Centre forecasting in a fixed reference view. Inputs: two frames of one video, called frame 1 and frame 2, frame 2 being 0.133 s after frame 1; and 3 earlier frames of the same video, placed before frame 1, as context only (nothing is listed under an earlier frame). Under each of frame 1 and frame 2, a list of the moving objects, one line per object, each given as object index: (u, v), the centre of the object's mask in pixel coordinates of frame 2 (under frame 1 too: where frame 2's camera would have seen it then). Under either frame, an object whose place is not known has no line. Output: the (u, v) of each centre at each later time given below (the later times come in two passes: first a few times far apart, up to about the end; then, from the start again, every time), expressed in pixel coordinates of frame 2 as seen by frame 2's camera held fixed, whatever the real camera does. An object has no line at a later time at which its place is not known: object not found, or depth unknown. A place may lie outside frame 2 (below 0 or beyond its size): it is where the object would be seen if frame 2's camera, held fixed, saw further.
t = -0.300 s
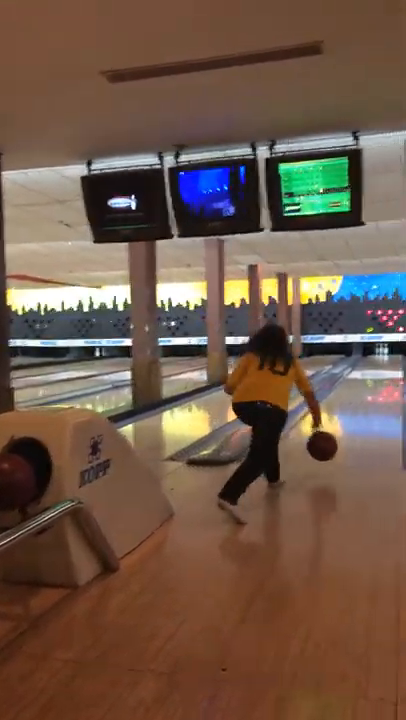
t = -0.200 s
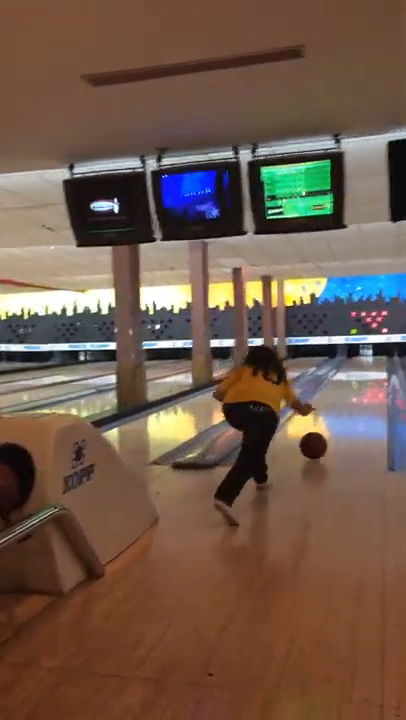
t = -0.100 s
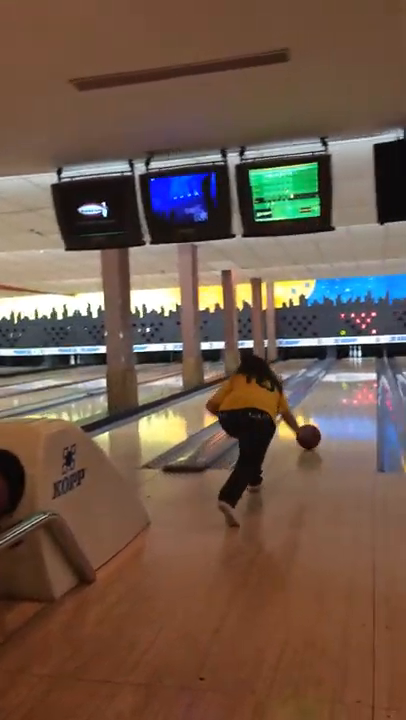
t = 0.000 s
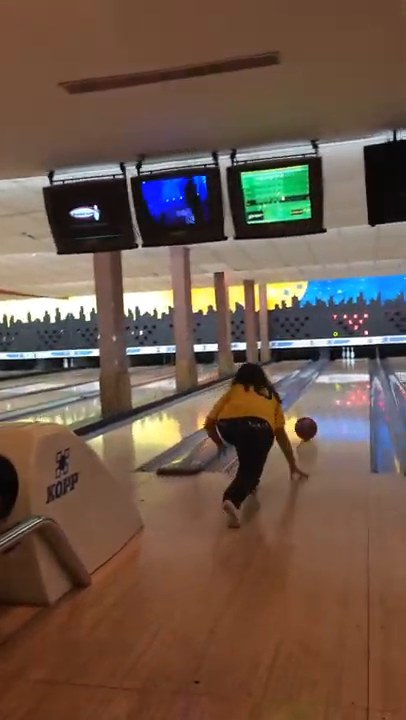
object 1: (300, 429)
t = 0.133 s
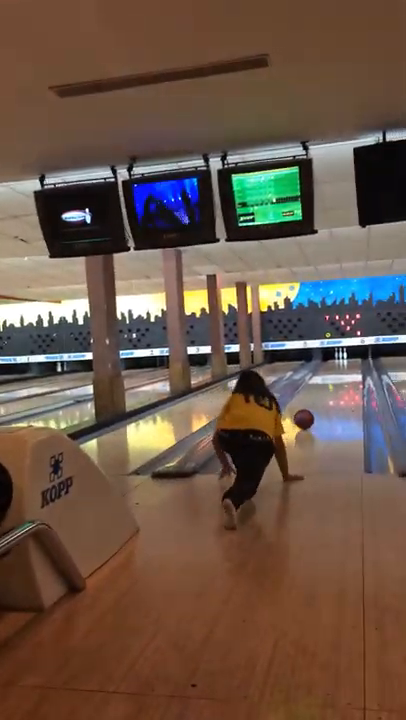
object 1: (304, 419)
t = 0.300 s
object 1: (308, 409)
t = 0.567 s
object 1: (313, 397)
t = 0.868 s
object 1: (317, 387)
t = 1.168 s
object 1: (320, 380)
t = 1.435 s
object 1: (323, 376)
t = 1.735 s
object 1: (325, 371)
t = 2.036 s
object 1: (328, 368)
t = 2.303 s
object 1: (329, 365)
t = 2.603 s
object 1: (331, 363)
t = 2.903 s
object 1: (332, 360)
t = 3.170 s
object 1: (332, 359)
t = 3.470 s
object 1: (333, 357)
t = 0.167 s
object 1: (304, 417)
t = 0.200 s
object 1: (305, 415)
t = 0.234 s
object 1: (306, 413)
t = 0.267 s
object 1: (307, 411)
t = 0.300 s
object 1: (308, 409)
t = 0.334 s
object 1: (308, 407)
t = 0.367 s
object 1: (309, 405)
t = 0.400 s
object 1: (310, 404)
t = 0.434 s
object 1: (311, 402)
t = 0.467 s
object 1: (311, 401)
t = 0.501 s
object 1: (312, 399)
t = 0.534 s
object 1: (312, 398)
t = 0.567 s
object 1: (313, 397)
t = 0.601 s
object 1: (313, 395)
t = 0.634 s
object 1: (314, 394)
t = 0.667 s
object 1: (314, 394)
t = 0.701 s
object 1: (315, 393)
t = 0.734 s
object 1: (315, 391)
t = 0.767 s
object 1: (316, 390)
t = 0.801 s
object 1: (316, 389)
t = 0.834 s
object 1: (317, 388)
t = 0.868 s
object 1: (317, 387)
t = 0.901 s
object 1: (317, 386)
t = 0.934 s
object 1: (318, 386)
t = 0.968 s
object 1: (318, 385)
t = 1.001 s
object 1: (319, 384)
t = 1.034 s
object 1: (319, 383)
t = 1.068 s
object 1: (319, 383)
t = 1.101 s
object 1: (320, 382)
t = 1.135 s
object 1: (320, 381)
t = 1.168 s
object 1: (320, 380)
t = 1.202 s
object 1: (321, 379)
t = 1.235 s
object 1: (321, 379)
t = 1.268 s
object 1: (321, 378)
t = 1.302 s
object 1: (321, 378)
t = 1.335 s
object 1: (322, 377)
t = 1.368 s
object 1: (322, 377)
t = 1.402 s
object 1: (323, 376)
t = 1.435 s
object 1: (323, 376)
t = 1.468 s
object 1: (323, 375)
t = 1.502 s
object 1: (324, 375)
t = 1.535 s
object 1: (324, 374)
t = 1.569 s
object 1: (324, 374)
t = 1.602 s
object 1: (325, 373)
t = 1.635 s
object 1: (325, 373)
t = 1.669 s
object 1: (325, 372)
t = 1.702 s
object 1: (325, 372)
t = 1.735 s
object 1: (325, 371)
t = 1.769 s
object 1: (326, 371)
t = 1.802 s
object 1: (326, 371)
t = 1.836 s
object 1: (327, 370)
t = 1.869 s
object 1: (326, 370)
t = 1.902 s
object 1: (327, 369)
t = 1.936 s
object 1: (327, 369)
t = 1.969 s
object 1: (327, 368)
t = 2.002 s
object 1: (328, 368)
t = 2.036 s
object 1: (328, 368)
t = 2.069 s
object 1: (328, 367)
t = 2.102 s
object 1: (328, 367)
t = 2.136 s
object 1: (328, 367)
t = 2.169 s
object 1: (329, 366)
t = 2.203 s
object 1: (329, 366)
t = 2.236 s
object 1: (329, 366)
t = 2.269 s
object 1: (329, 365)
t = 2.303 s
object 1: (329, 365)
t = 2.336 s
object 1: (329, 365)
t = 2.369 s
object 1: (329, 365)
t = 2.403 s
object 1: (330, 365)
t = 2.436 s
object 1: (330, 364)
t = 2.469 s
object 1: (330, 364)
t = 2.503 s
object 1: (330, 364)
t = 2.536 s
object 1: (330, 364)
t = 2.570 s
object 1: (330, 363)
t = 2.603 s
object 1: (331, 363)
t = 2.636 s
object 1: (330, 363)
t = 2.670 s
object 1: (331, 362)
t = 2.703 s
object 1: (331, 362)
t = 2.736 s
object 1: (331, 362)
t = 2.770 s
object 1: (331, 362)
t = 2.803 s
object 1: (331, 362)
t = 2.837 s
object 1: (331, 361)
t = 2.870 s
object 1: (331, 360)
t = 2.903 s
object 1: (332, 360)
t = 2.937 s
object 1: (332, 360)
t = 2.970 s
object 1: (332, 360)
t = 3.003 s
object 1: (332, 360)
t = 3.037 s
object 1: (332, 359)
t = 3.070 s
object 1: (332, 360)
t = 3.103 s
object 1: (332, 359)
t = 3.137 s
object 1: (333, 359)
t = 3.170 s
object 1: (332, 359)
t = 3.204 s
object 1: (332, 359)
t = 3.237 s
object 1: (332, 359)
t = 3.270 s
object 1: (332, 359)
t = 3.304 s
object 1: (333, 358)
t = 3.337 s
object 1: (333, 358)
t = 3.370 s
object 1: (333, 358)
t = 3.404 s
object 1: (333, 358)
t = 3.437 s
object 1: (333, 357)
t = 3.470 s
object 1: (333, 357)
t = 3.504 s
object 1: (333, 357)
